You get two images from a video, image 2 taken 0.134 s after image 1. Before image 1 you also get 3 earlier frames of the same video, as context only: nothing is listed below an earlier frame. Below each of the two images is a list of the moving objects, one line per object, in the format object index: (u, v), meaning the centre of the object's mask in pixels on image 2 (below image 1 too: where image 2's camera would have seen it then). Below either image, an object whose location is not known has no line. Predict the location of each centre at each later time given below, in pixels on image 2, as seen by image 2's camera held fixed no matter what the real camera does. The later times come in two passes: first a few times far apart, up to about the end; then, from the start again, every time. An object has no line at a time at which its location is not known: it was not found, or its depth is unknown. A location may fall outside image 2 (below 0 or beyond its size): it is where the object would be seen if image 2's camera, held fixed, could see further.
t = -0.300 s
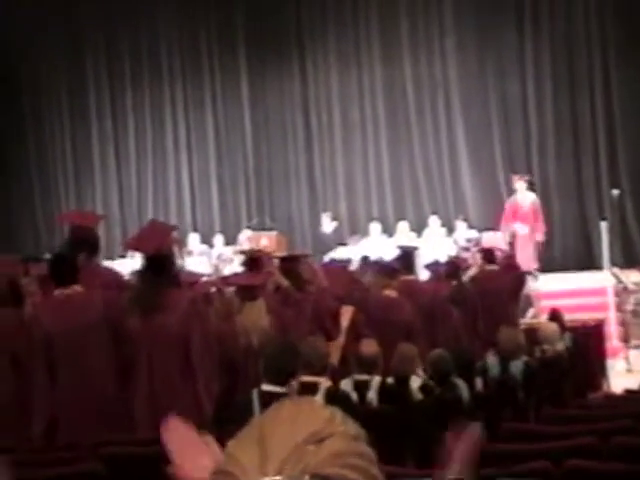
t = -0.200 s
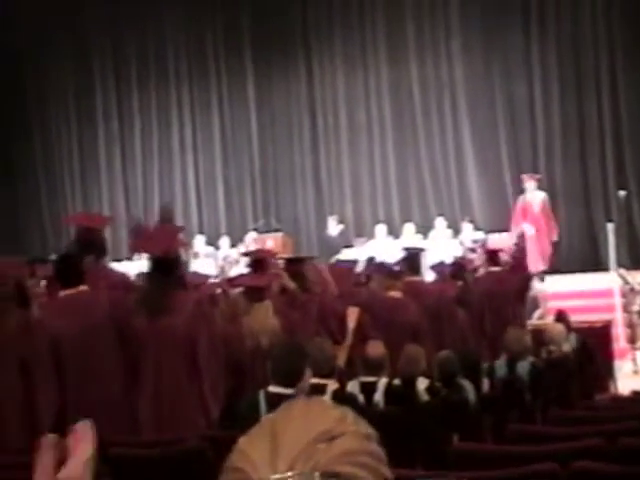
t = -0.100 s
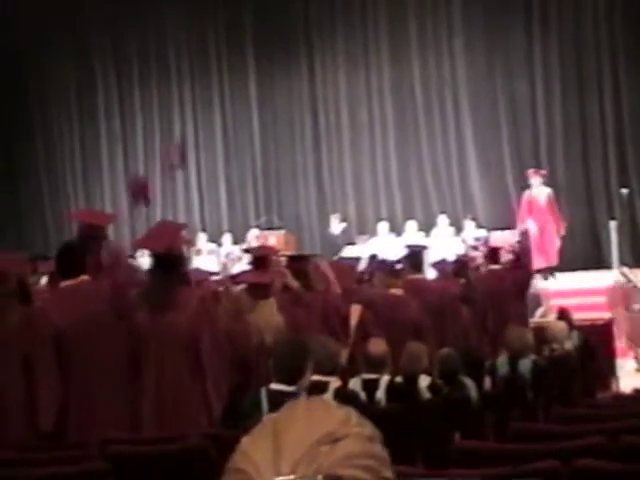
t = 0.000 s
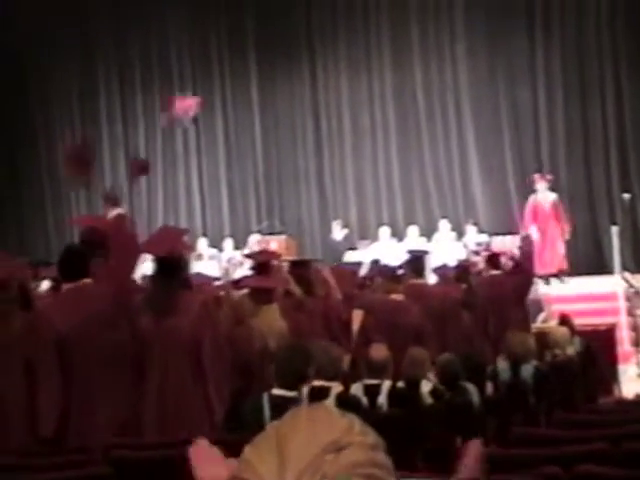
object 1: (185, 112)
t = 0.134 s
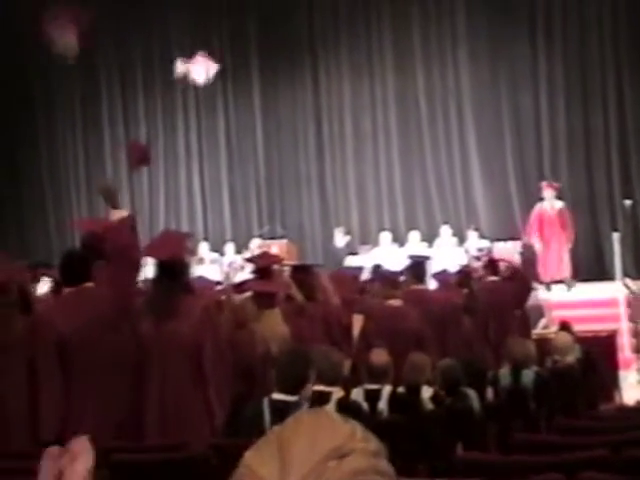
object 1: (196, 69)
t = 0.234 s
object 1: (207, 44)
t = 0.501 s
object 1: (241, 35)
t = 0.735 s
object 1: (274, 86)
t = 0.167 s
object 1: (200, 60)
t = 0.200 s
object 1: (204, 52)
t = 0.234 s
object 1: (207, 44)
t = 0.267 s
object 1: (212, 39)
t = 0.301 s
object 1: (216, 36)
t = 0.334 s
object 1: (221, 33)
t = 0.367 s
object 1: (225, 31)
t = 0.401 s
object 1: (230, 31)
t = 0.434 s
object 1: (233, 29)
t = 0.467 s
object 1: (237, 33)
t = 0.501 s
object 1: (241, 35)
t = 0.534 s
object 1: (244, 38)
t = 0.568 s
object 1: (248, 42)
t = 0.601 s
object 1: (251, 46)
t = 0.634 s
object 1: (257, 51)
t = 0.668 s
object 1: (261, 60)
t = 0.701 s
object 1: (265, 68)
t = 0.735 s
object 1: (274, 86)
